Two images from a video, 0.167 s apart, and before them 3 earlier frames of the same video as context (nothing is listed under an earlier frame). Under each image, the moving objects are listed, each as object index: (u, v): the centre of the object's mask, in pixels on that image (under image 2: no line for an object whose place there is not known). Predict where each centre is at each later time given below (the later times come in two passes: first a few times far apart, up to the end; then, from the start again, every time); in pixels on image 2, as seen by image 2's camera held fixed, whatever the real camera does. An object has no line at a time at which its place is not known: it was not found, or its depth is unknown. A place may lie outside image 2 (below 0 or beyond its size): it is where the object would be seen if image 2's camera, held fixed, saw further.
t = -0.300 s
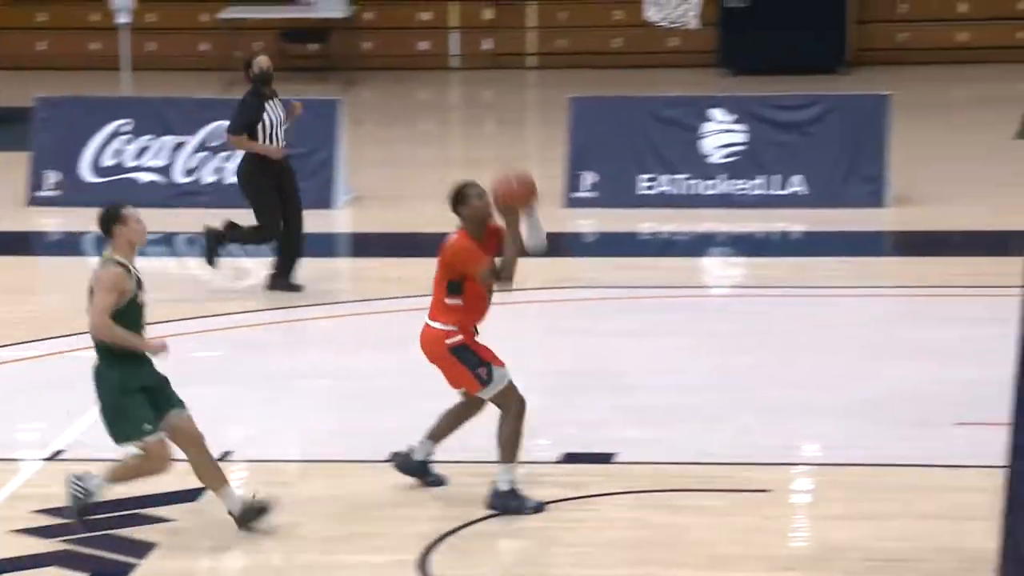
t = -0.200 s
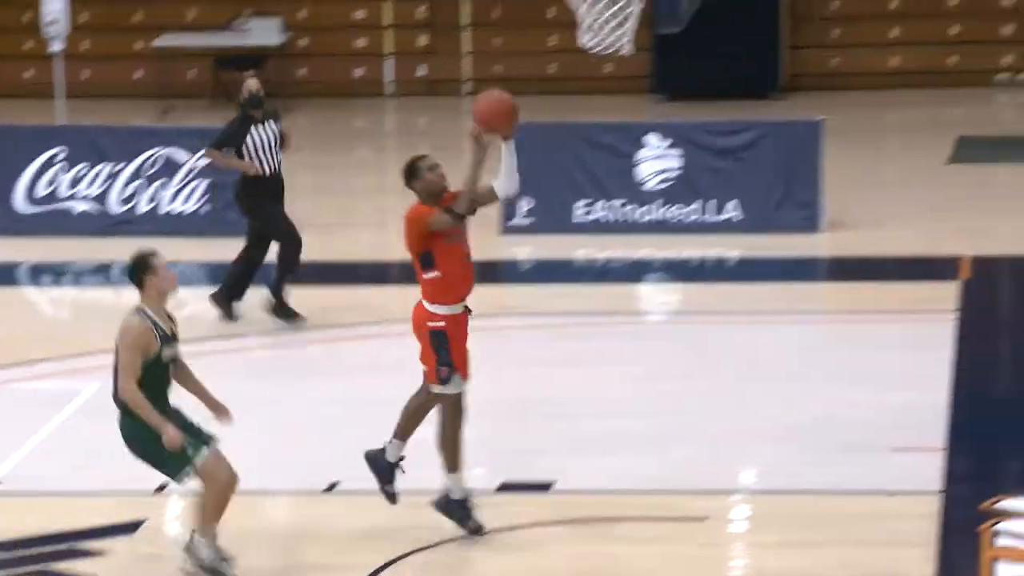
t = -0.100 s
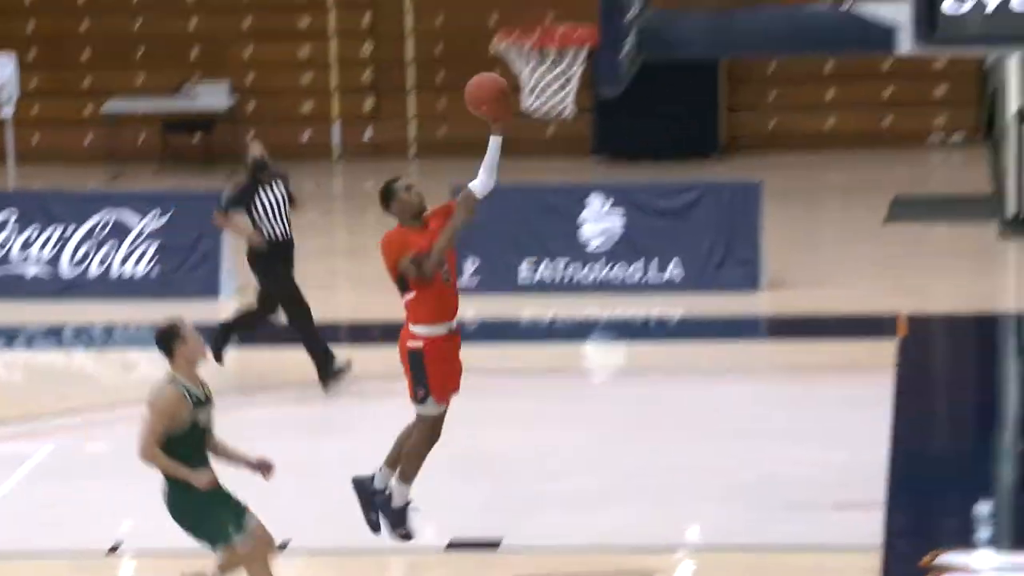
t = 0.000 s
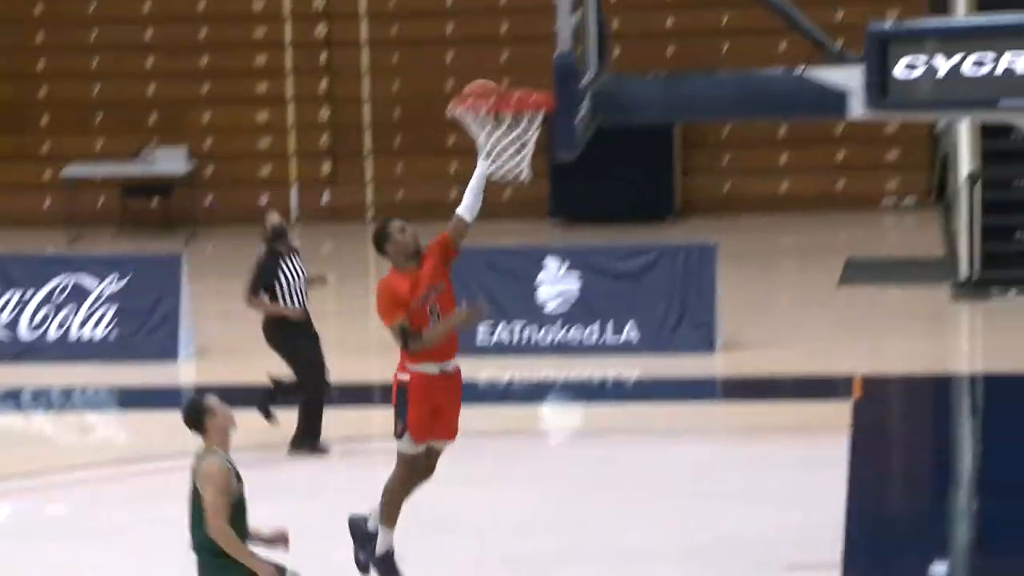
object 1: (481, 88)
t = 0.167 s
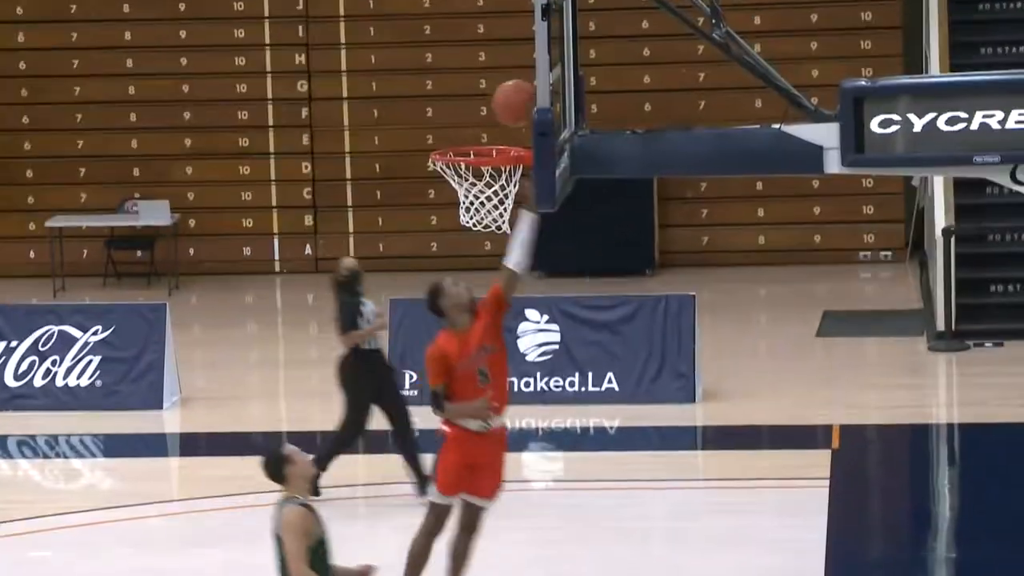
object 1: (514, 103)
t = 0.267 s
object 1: (523, 95)
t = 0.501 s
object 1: (471, 125)
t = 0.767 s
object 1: (455, 138)
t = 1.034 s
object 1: (487, 183)
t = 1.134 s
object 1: (499, 218)
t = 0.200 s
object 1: (520, 98)
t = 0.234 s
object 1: (525, 96)
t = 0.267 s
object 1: (523, 95)
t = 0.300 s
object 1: (518, 95)
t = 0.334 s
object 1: (513, 97)
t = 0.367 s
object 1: (504, 101)
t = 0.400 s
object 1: (494, 107)
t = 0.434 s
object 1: (484, 116)
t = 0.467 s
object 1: (475, 125)
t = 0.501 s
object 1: (471, 125)
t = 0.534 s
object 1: (467, 122)
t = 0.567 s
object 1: (462, 122)
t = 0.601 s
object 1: (460, 123)
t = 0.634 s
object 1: (457, 128)
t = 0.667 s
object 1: (454, 132)
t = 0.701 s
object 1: (451, 137)
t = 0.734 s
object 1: (452, 137)
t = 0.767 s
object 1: (455, 138)
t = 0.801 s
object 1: (458, 140)
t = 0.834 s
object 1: (461, 143)
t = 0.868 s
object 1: (463, 146)
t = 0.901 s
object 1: (466, 148)
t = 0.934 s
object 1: (469, 167)
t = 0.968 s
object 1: (475, 172)
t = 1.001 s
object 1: (480, 180)
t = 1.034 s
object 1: (487, 183)
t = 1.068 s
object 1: (492, 192)
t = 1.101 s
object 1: (499, 199)
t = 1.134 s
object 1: (499, 218)
